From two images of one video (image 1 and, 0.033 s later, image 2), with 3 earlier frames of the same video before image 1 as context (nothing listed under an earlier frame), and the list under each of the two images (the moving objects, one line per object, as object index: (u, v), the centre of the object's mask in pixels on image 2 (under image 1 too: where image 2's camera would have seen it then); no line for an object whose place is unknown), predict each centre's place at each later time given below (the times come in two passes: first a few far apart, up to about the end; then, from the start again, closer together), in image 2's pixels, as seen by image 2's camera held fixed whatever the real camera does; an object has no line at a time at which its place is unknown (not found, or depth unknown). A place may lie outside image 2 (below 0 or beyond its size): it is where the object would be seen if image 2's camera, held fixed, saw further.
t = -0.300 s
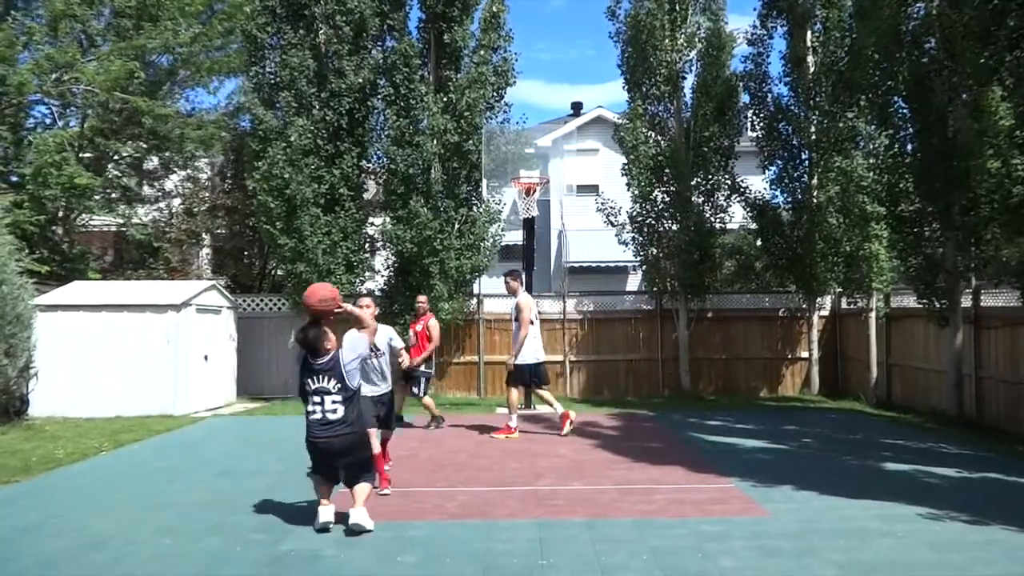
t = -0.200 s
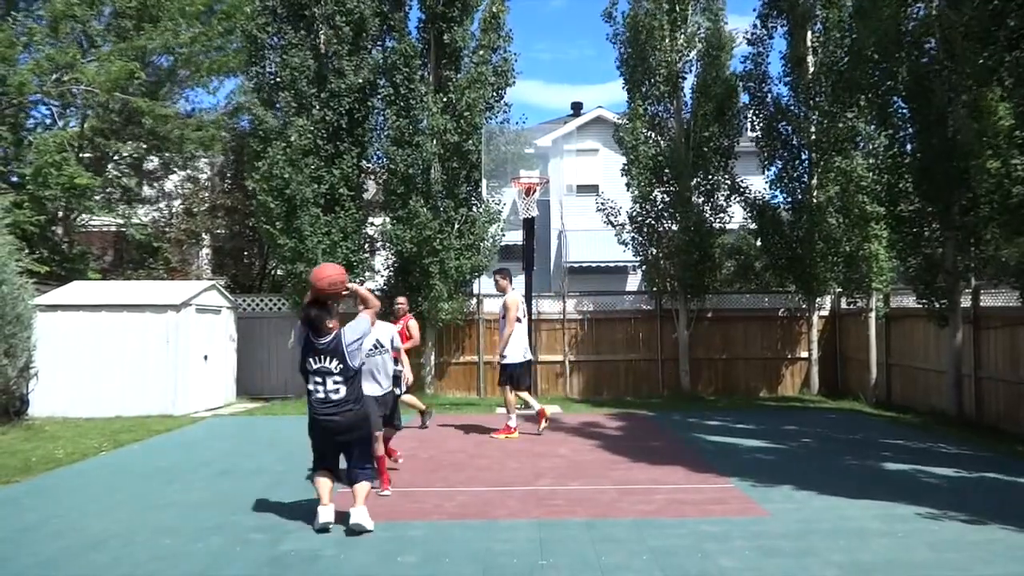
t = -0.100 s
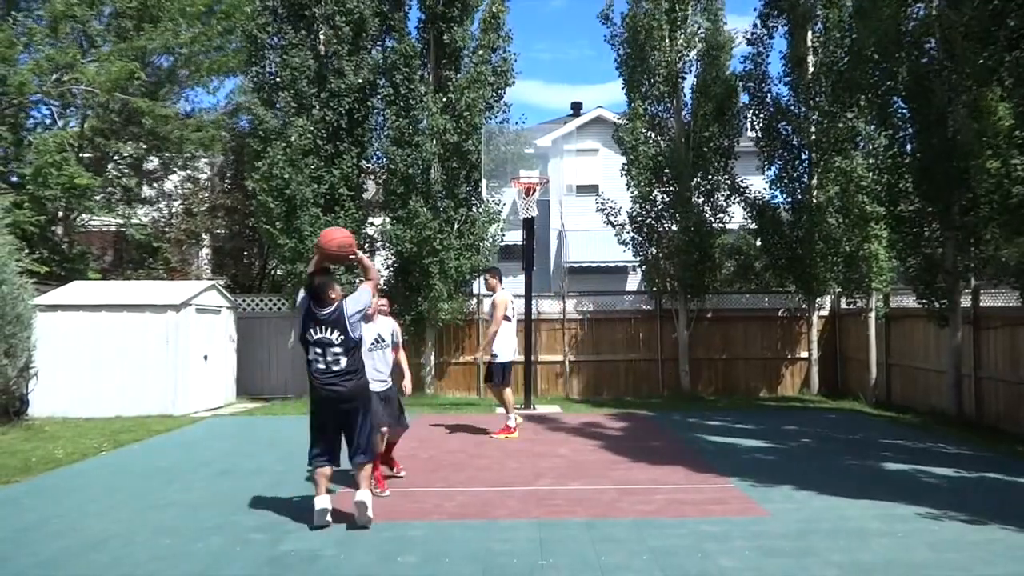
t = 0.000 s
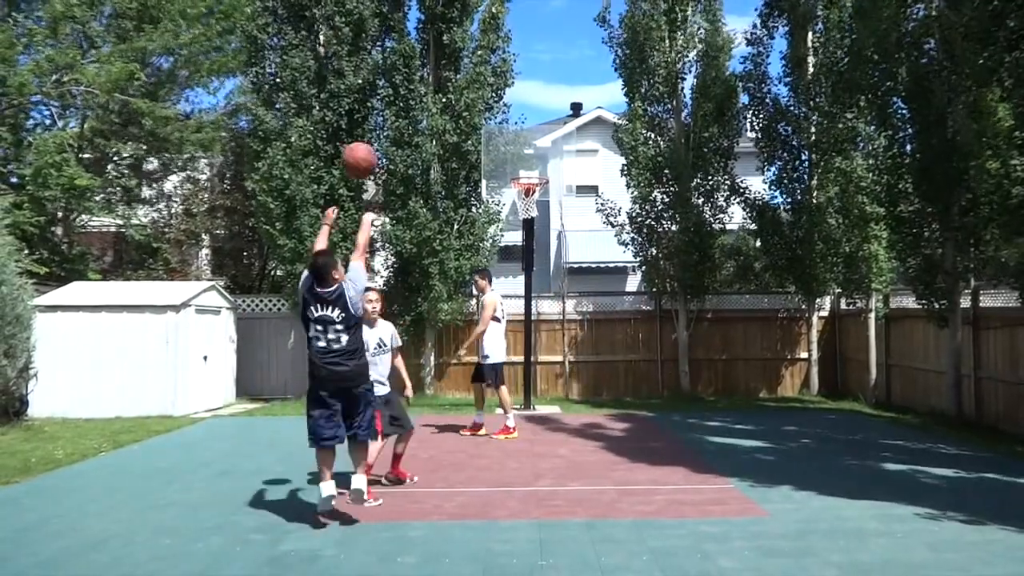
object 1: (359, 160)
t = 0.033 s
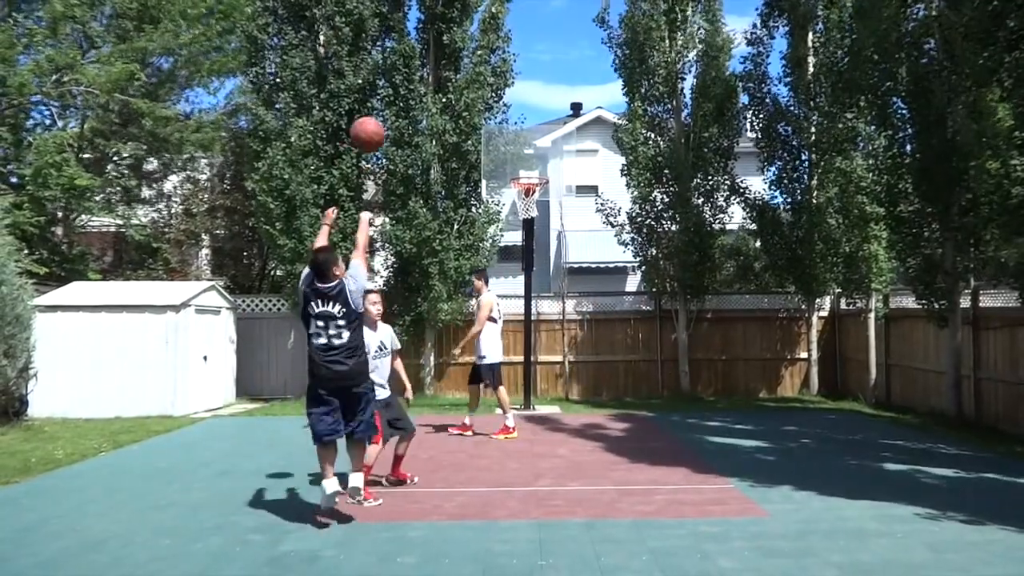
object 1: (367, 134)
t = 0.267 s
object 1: (416, 24)
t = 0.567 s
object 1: (461, 6)
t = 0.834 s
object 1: (490, 57)
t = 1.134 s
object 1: (517, 169)
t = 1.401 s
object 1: (559, 139)
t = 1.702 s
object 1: (603, 135)
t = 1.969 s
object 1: (650, 203)
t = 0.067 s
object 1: (375, 111)
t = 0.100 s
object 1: (382, 91)
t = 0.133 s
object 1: (390, 73)
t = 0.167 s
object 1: (397, 57)
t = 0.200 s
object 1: (405, 44)
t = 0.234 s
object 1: (411, 33)
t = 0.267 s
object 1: (416, 24)
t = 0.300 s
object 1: (423, 16)
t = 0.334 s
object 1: (428, 11)
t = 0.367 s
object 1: (432, 8)
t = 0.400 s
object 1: (438, 6)
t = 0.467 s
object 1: (447, 4)
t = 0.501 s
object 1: (453, 4)
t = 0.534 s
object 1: (456, 4)
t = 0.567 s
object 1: (461, 6)
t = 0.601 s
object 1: (465, 9)
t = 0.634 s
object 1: (469, 13)
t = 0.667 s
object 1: (474, 19)
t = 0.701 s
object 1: (477, 24)
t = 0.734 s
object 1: (480, 32)
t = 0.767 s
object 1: (484, 39)
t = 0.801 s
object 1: (487, 48)
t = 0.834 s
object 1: (490, 57)
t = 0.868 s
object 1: (494, 67)
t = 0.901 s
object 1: (497, 77)
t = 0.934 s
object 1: (499, 90)
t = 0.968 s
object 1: (503, 102)
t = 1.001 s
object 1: (506, 114)
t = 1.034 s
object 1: (508, 128)
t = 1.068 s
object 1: (511, 141)
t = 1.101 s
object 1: (513, 154)
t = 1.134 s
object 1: (517, 169)
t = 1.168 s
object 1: (522, 176)
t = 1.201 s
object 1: (533, 173)
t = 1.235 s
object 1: (538, 169)
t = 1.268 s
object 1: (542, 162)
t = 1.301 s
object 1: (546, 156)
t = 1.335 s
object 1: (550, 149)
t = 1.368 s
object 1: (555, 143)
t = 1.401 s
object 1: (559, 139)
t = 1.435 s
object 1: (563, 135)
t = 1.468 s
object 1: (569, 132)
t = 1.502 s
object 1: (573, 130)
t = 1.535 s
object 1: (577, 129)
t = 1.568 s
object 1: (582, 128)
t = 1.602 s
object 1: (588, 128)
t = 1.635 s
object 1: (592, 130)
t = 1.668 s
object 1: (598, 132)
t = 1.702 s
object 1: (603, 135)
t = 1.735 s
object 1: (609, 140)
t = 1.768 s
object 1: (614, 144)
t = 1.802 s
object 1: (619, 152)
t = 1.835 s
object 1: (625, 159)
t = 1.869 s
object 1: (629, 169)
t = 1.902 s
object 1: (636, 178)
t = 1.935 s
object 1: (641, 190)
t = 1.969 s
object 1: (650, 203)
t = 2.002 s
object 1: (655, 216)
